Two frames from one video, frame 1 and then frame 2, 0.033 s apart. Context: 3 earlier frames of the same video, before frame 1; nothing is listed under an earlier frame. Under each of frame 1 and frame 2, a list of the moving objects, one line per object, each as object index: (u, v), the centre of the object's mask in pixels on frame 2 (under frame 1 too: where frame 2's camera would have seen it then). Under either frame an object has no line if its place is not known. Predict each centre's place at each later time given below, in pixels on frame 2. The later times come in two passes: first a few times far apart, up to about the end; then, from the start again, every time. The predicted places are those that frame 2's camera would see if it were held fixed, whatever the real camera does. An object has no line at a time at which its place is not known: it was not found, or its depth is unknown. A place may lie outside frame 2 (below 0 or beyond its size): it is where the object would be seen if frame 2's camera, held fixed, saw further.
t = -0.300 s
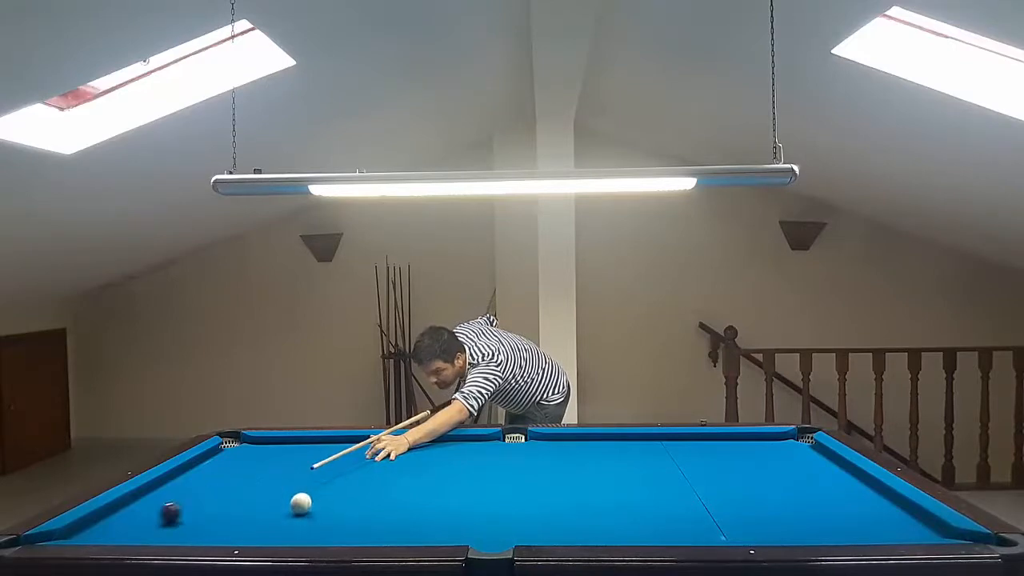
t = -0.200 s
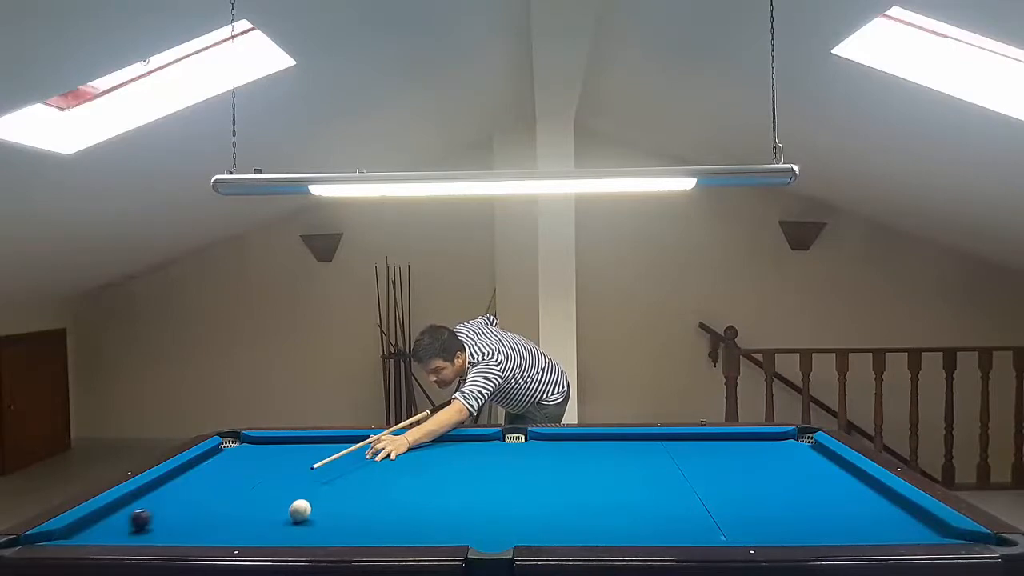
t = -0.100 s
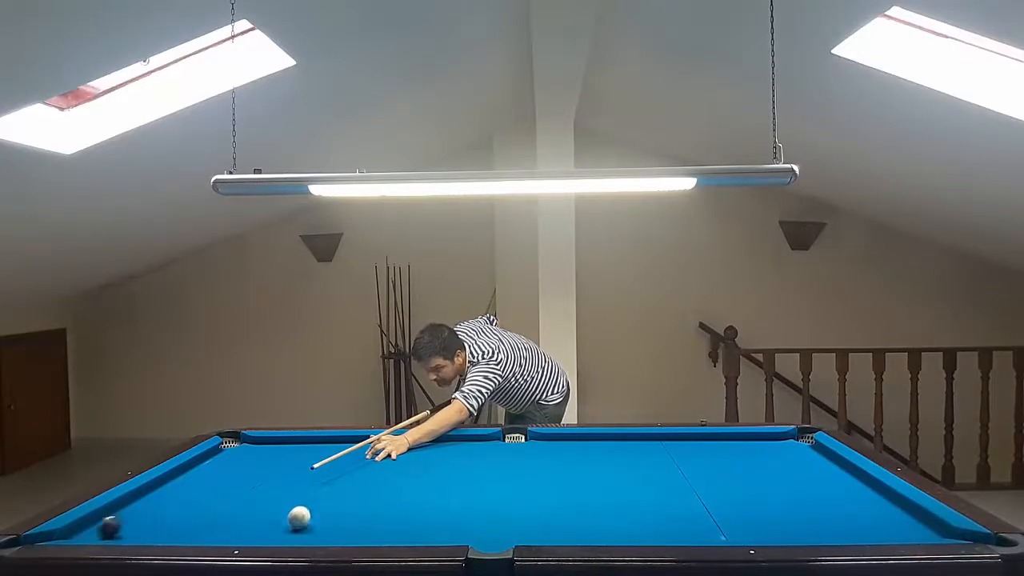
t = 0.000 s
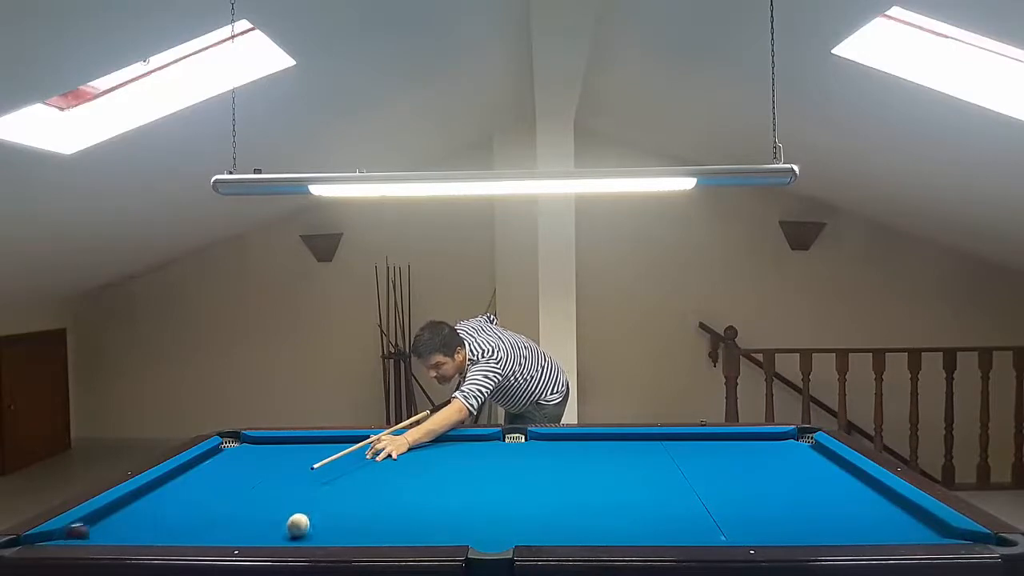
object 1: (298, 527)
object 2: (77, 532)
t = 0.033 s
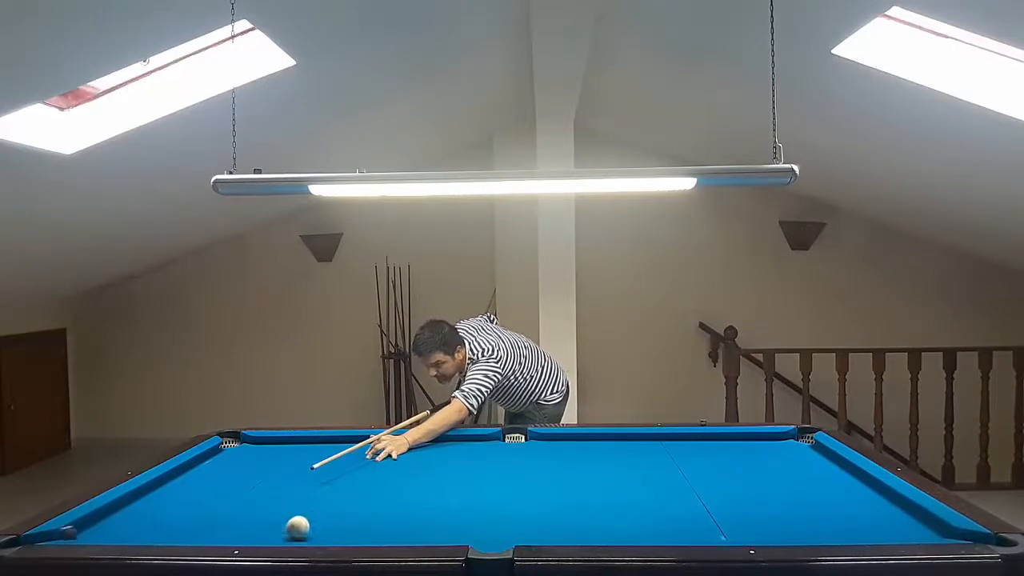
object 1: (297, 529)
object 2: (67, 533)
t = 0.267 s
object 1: (302, 535)
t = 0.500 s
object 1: (320, 529)
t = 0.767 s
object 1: (339, 518)
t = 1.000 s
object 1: (353, 510)
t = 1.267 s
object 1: (367, 502)
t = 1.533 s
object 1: (378, 496)
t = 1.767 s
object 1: (386, 491)
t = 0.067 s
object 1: (297, 530)
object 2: (59, 535)
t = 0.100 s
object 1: (297, 532)
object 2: (44, 537)
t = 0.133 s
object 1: (296, 534)
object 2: (30, 542)
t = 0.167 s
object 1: (296, 535)
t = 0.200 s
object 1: (296, 537)
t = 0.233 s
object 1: (298, 536)
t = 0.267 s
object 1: (302, 535)
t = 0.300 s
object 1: (304, 534)
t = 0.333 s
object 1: (307, 533)
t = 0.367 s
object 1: (309, 532)
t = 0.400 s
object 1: (312, 531)
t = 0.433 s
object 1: (315, 530)
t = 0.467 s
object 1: (318, 529)
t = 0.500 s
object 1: (320, 529)
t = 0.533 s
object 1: (322, 528)
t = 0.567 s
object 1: (325, 525)
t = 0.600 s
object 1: (328, 524)
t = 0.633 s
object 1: (330, 523)
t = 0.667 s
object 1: (332, 522)
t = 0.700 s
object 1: (334, 520)
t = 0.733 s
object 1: (337, 519)
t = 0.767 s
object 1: (339, 518)
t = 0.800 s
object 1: (341, 517)
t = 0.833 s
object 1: (343, 516)
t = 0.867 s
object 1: (345, 514)
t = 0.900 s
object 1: (347, 513)
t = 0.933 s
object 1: (349, 512)
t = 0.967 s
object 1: (351, 511)
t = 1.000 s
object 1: (353, 510)
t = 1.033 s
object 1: (355, 509)
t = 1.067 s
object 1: (357, 508)
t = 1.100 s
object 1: (358, 507)
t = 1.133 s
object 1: (360, 506)
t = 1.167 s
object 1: (362, 505)
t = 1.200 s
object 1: (363, 504)
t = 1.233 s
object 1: (365, 503)
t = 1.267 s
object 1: (367, 502)
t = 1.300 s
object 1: (368, 501)
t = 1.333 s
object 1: (370, 500)
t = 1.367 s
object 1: (371, 500)
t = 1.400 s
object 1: (372, 499)
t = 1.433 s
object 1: (374, 498)
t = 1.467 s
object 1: (375, 497)
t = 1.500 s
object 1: (377, 496)
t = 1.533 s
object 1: (378, 496)
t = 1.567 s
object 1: (379, 495)
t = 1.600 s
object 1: (380, 494)
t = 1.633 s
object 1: (382, 494)
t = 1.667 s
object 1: (383, 493)
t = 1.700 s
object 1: (384, 492)
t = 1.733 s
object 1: (385, 491)
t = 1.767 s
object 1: (386, 491)
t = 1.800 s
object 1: (387, 490)
